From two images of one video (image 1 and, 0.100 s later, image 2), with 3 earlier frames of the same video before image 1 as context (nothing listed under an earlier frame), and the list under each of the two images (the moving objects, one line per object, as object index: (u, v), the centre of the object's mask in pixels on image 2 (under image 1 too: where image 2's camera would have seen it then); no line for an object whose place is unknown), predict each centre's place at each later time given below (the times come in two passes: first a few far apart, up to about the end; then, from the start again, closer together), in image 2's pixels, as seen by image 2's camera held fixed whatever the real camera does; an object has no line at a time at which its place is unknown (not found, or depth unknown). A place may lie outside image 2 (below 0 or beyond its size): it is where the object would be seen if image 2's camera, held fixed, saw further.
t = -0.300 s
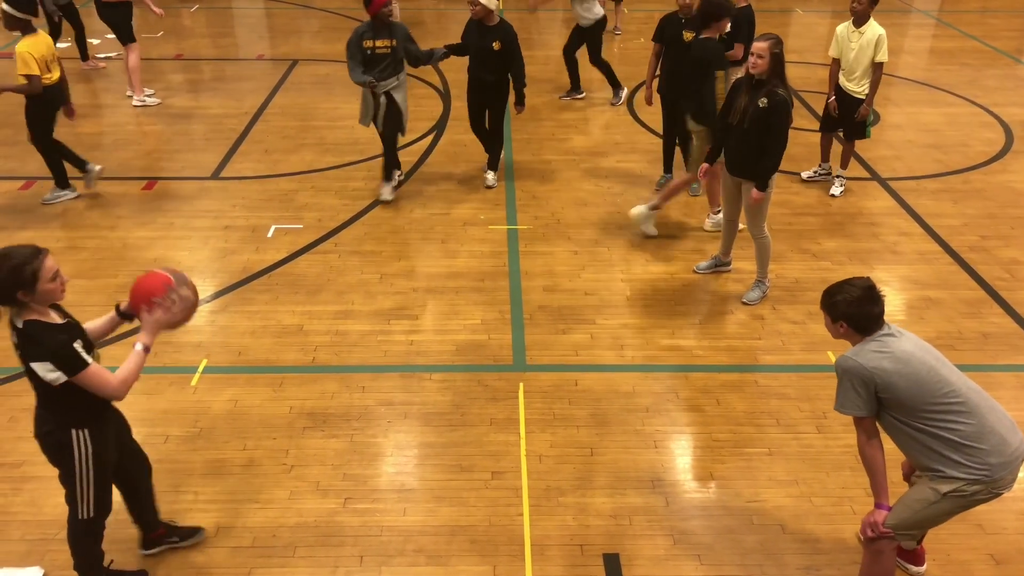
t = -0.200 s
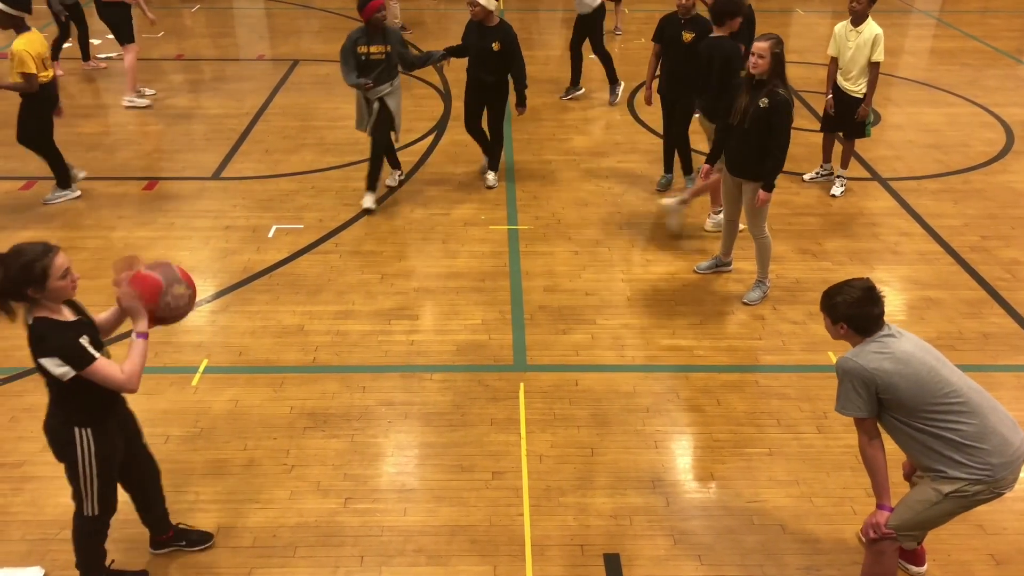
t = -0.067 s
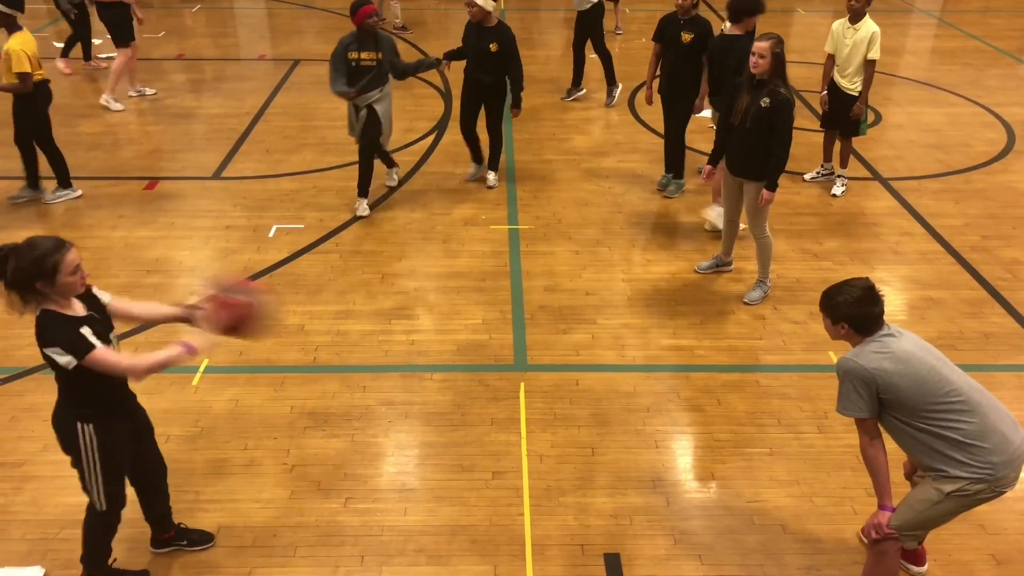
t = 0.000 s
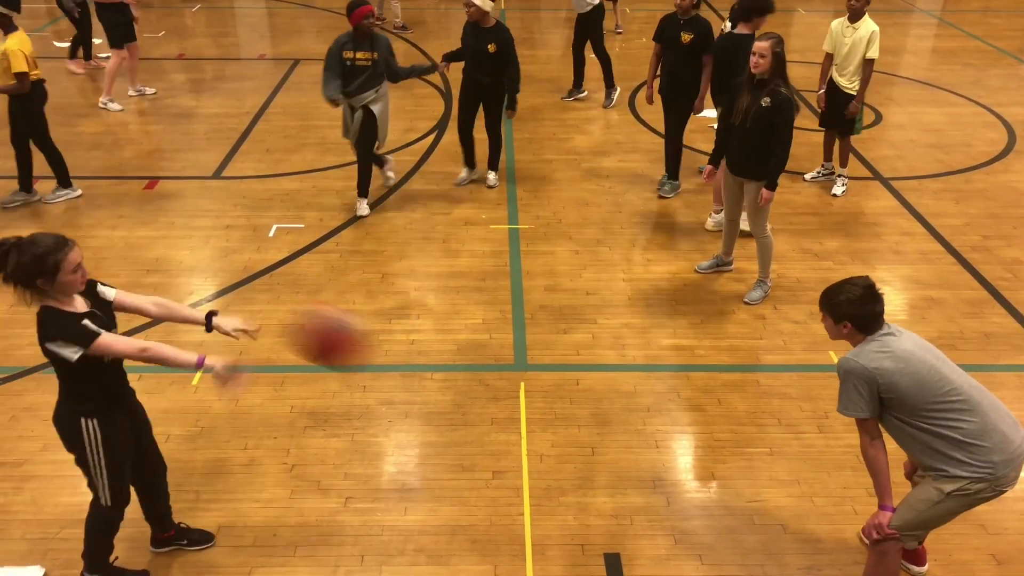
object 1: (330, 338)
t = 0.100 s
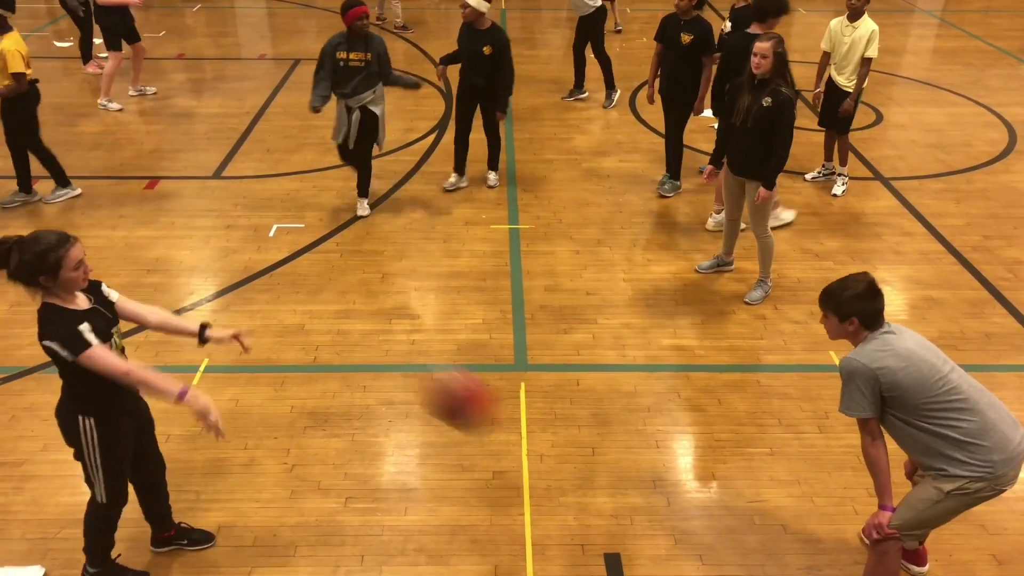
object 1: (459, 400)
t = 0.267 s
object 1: (625, 499)
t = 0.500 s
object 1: (774, 356)
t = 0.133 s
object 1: (498, 423)
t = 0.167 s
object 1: (535, 448)
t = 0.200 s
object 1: (570, 475)
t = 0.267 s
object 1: (625, 499)
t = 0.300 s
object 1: (648, 470)
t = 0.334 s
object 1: (667, 448)
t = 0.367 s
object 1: (694, 422)
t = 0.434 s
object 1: (734, 387)
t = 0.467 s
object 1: (755, 370)
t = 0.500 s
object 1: (774, 356)
